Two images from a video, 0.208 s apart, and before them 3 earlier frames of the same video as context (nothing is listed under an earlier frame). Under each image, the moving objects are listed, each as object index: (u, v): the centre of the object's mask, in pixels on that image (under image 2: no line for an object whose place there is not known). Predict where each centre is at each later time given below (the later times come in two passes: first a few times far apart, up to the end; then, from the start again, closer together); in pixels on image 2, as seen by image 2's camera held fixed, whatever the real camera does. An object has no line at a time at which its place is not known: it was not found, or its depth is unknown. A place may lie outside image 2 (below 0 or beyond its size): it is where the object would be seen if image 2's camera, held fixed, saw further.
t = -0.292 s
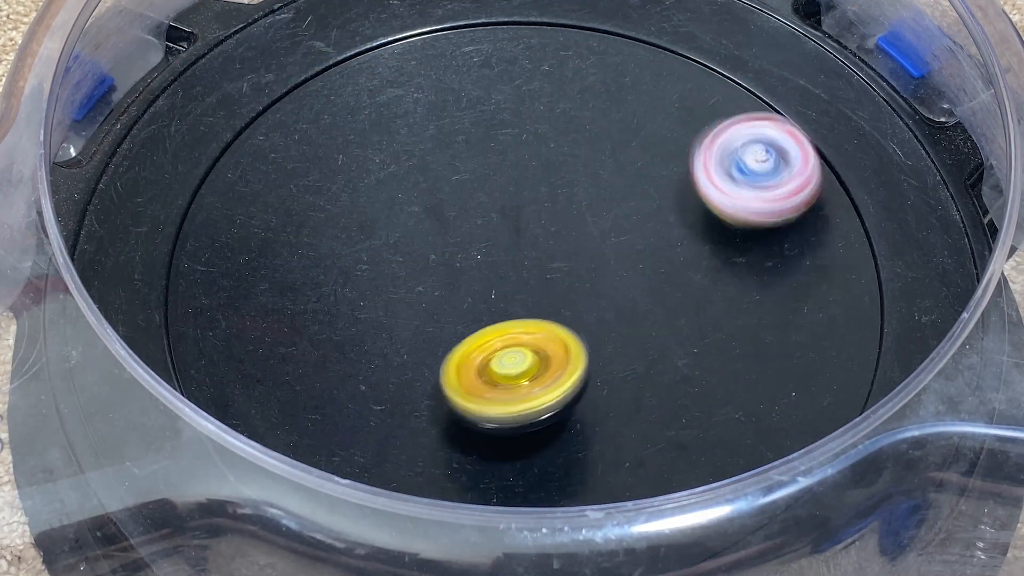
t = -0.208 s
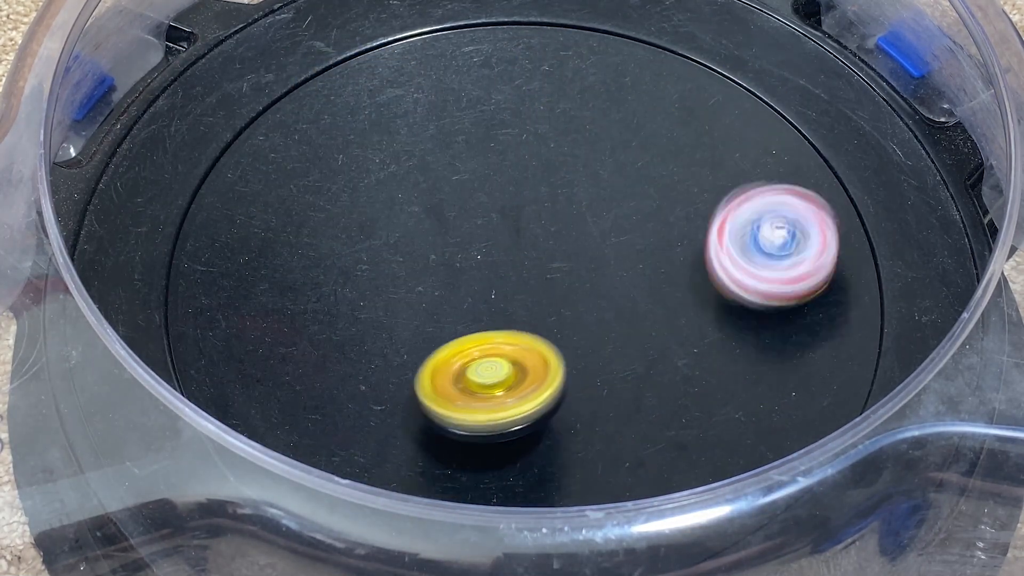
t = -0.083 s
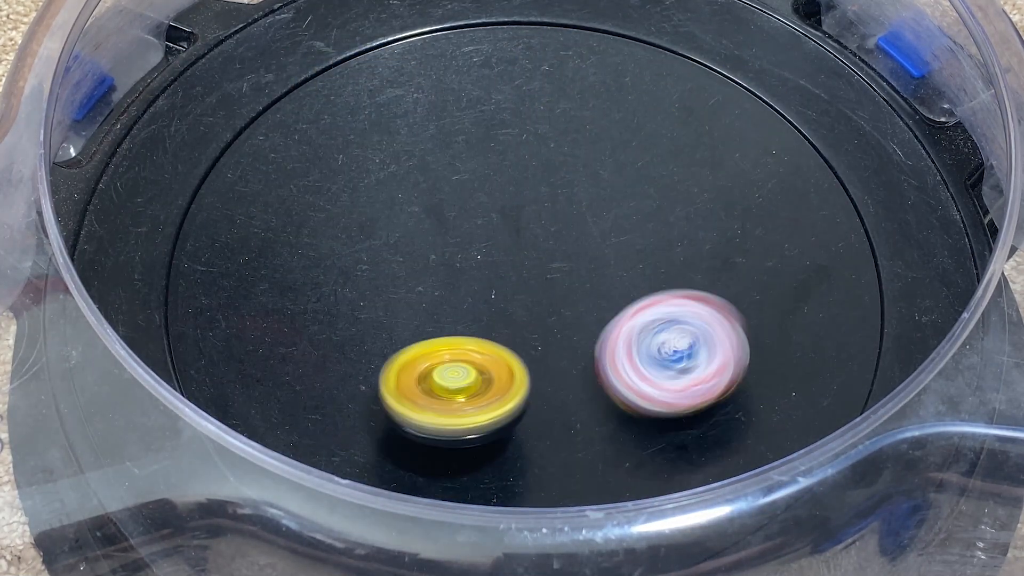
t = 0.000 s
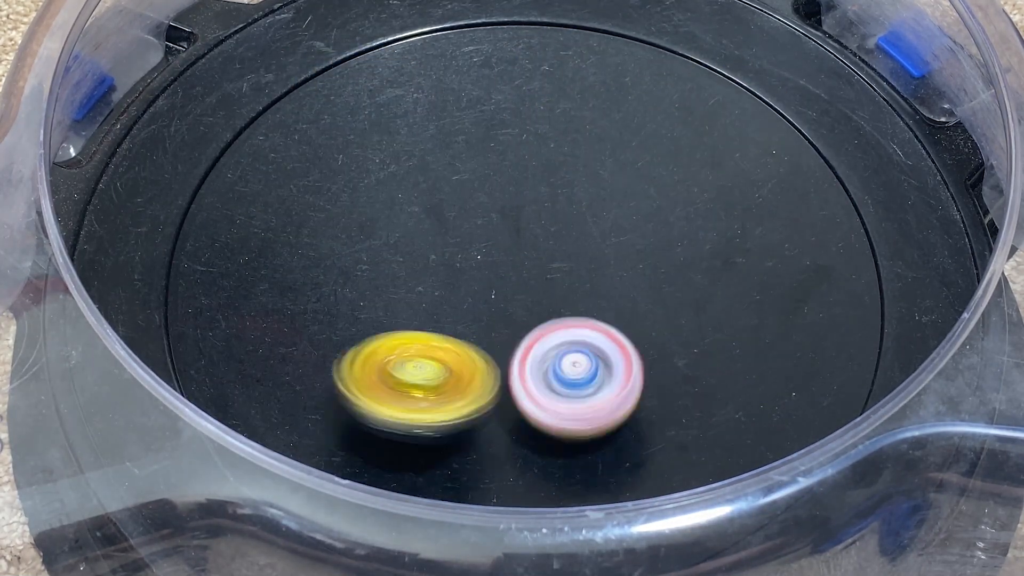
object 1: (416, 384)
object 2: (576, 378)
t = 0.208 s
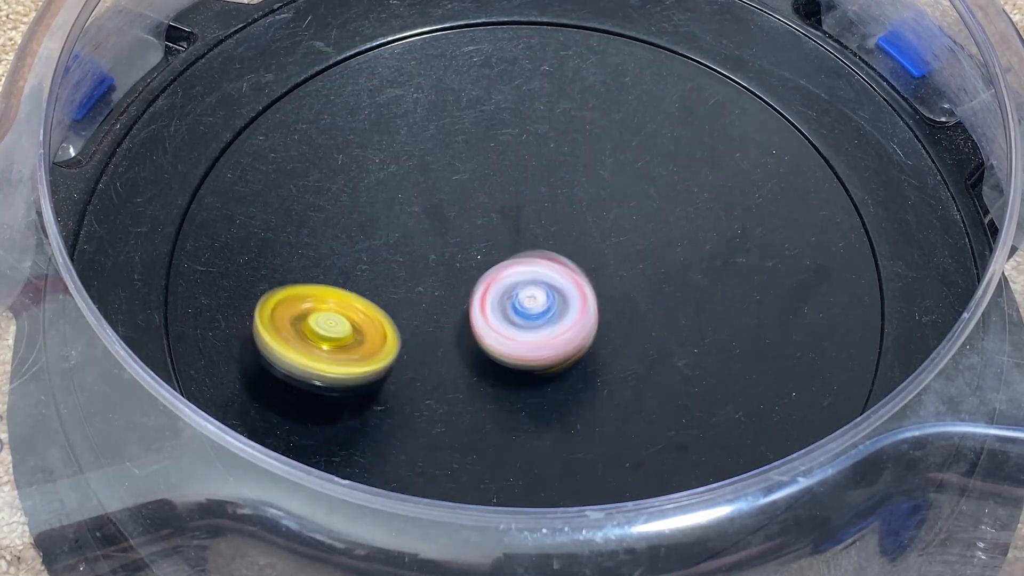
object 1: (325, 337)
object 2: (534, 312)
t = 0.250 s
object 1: (323, 328)
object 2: (532, 287)
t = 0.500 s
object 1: (353, 269)
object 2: (607, 220)
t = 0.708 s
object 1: (413, 207)
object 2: (617, 266)
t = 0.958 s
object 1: (554, 119)
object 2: (479, 274)
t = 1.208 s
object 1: (634, 111)
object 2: (503, 206)
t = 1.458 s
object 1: (780, 98)
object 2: (266, 373)
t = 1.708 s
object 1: (674, 224)
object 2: (122, 426)
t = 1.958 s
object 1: (489, 386)
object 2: (291, 380)
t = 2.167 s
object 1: (581, 397)
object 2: (387, 284)
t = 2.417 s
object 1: (672, 356)
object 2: (539, 286)
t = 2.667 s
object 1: (691, 379)
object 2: (485, 259)
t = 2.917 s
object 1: (646, 370)
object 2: (557, 239)
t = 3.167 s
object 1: (628, 444)
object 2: (495, 114)
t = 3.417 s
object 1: (610, 395)
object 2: (563, 153)
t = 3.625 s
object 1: (625, 376)
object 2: (477, 199)
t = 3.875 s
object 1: (652, 346)
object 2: (395, 150)
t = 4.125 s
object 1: (676, 309)
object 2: (450, 251)
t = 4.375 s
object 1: (688, 277)
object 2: (428, 378)
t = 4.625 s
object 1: (671, 252)
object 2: (412, 367)
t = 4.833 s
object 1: (639, 234)
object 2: (532, 311)
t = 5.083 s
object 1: (634, 197)
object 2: (524, 336)
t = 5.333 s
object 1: (606, 176)
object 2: (527, 310)
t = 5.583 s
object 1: (577, 158)
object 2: (565, 316)
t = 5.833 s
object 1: (541, 158)
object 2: (461, 337)
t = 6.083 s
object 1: (527, 148)
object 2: (476, 313)
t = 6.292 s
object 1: (503, 156)
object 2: (467, 348)
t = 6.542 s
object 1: (479, 180)
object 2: (504, 319)
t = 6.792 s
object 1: (452, 209)
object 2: (596, 310)
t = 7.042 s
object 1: (424, 230)
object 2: (594, 315)
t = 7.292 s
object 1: (405, 248)
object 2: (546, 264)
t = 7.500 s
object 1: (410, 264)
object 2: (568, 228)
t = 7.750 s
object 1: (432, 286)
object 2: (563, 254)
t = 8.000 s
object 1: (428, 312)
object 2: (611, 299)
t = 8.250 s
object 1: (421, 325)
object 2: (594, 307)
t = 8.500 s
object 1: (432, 327)
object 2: (590, 291)
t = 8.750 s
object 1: (467, 327)
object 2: (569, 244)
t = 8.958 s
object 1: (497, 335)
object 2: (554, 228)
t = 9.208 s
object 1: (525, 353)
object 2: (518, 242)
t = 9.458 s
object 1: (530, 367)
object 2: (518, 217)
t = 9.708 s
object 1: (528, 362)
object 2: (524, 248)
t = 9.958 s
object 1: (537, 362)
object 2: (528, 233)
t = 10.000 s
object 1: (541, 359)
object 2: (528, 238)
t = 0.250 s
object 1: (323, 328)
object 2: (532, 287)
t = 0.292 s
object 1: (324, 319)
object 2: (535, 267)
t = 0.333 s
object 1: (328, 309)
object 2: (542, 250)
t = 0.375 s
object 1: (333, 299)
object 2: (554, 237)
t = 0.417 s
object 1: (339, 289)
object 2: (570, 226)
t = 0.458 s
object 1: (346, 279)
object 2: (588, 221)
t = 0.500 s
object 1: (353, 269)
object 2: (607, 220)
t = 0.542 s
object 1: (361, 258)
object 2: (622, 223)
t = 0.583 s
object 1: (371, 247)
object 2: (633, 231)
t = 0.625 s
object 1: (382, 235)
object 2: (635, 240)
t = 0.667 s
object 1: (397, 221)
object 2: (628, 252)
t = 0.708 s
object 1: (413, 207)
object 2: (617, 266)
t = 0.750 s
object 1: (434, 193)
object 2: (601, 279)
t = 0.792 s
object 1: (456, 178)
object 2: (581, 291)
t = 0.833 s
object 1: (481, 162)
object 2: (557, 296)
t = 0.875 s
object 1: (506, 147)
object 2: (530, 294)
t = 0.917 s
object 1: (531, 132)
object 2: (503, 287)
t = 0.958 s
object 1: (554, 119)
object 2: (479, 274)
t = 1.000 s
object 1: (575, 108)
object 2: (463, 259)
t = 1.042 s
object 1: (593, 100)
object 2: (457, 243)
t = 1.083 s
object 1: (607, 97)
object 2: (460, 227)
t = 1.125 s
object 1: (619, 97)
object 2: (470, 216)
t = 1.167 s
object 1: (628, 102)
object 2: (486, 209)
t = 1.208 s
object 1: (634, 111)
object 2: (503, 206)
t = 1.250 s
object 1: (637, 123)
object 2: (519, 209)
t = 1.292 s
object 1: (637, 139)
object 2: (535, 218)
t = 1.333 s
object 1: (657, 144)
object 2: (511, 249)
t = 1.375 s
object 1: (708, 127)
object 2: (426, 304)
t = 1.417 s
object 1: (750, 111)
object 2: (341, 348)
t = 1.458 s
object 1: (780, 98)
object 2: (266, 373)
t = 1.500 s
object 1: (786, 102)
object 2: (201, 395)
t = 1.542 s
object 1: (778, 118)
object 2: (166, 412)
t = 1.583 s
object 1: (759, 140)
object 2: (145, 418)
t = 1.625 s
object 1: (735, 166)
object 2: (125, 430)
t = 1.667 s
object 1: (706, 194)
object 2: (121, 428)
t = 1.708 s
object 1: (674, 224)
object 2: (122, 426)
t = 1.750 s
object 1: (639, 255)
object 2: (140, 414)
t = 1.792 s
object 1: (604, 285)
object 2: (157, 408)
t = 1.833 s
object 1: (570, 314)
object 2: (183, 400)
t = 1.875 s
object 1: (539, 341)
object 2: (211, 393)
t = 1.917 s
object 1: (511, 365)
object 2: (253, 384)
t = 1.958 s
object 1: (489, 386)
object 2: (291, 380)
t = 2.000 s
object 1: (476, 401)
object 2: (335, 363)
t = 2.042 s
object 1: (497, 397)
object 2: (343, 344)
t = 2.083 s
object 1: (522, 407)
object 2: (353, 326)
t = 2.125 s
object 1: (551, 404)
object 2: (369, 305)
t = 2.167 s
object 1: (581, 397)
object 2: (387, 284)
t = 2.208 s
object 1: (611, 387)
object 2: (407, 269)
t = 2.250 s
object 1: (638, 376)
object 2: (429, 260)
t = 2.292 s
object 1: (655, 366)
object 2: (455, 257)
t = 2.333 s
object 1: (664, 359)
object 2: (485, 260)
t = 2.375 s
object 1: (669, 356)
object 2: (514, 271)
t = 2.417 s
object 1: (672, 356)
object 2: (539, 286)
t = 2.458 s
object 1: (676, 357)
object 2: (556, 303)
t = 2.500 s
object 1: (689, 366)
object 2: (544, 304)
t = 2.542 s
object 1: (693, 372)
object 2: (522, 299)
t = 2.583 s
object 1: (694, 374)
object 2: (503, 288)
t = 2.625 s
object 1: (694, 377)
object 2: (491, 274)
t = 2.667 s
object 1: (691, 379)
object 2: (485, 259)
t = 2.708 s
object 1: (687, 380)
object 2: (487, 244)
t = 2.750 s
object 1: (680, 380)
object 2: (496, 233)
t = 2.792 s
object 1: (672, 380)
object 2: (511, 227)
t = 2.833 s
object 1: (664, 377)
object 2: (528, 225)
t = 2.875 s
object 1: (655, 374)
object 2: (544, 230)
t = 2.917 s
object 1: (646, 370)
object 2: (557, 239)
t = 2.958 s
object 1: (637, 366)
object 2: (569, 250)
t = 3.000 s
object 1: (629, 363)
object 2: (572, 262)
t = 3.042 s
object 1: (637, 397)
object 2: (550, 219)
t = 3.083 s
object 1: (641, 428)
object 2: (525, 175)
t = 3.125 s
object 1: (637, 441)
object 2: (506, 138)
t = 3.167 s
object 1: (628, 444)
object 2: (495, 114)
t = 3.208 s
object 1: (622, 439)
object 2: (491, 101)
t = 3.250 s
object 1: (619, 430)
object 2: (496, 96)
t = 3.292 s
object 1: (616, 422)
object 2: (509, 98)
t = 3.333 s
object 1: (614, 413)
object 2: (529, 108)
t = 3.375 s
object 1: (611, 404)
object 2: (549, 128)
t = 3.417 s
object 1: (610, 395)
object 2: (563, 153)
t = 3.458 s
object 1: (609, 386)
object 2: (568, 182)
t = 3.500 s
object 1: (606, 372)
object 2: (565, 213)
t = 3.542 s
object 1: (602, 355)
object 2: (554, 240)
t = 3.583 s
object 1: (611, 361)
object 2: (519, 229)
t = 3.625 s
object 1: (625, 376)
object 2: (477, 199)
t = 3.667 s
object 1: (631, 380)
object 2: (440, 174)
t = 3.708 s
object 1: (634, 374)
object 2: (415, 161)
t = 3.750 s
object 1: (638, 366)
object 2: (402, 153)
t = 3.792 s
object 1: (643, 359)
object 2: (394, 148)
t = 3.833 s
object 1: (648, 353)
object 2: (392, 147)
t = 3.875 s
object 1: (652, 346)
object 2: (395, 150)
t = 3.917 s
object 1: (656, 339)
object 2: (402, 158)
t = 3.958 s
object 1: (661, 333)
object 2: (411, 169)
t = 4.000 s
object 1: (665, 327)
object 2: (422, 185)
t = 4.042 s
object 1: (669, 321)
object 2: (432, 205)
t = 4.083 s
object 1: (673, 314)
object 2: (443, 227)
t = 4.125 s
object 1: (676, 309)
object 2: (450, 251)
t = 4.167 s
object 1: (680, 303)
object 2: (454, 275)
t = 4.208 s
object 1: (683, 297)
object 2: (455, 300)
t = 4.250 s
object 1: (686, 292)
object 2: (451, 323)
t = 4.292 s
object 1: (688, 287)
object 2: (447, 344)
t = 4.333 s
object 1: (688, 282)
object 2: (438, 363)
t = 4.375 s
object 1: (688, 277)
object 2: (428, 378)
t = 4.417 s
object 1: (687, 273)
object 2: (416, 389)
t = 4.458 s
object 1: (686, 269)
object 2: (404, 395)
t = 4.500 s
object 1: (683, 264)
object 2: (396, 394)
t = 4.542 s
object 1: (680, 260)
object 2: (394, 387)
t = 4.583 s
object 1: (676, 256)
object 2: (400, 378)
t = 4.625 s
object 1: (671, 252)
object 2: (412, 367)
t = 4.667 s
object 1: (665, 248)
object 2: (429, 352)
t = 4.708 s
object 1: (660, 244)
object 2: (450, 339)
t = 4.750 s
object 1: (653, 241)
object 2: (476, 326)
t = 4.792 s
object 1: (646, 238)
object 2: (503, 317)
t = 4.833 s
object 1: (639, 234)
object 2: (532, 311)
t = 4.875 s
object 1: (649, 221)
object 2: (530, 321)
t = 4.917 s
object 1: (654, 214)
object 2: (527, 330)
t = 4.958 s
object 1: (650, 209)
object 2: (527, 336)
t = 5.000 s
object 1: (645, 205)
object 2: (526, 338)
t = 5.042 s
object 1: (639, 201)
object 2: (525, 338)
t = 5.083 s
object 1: (634, 197)
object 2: (524, 336)
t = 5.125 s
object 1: (630, 192)
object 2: (524, 333)
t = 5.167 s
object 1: (626, 188)
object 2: (523, 329)
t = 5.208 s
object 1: (621, 184)
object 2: (522, 324)
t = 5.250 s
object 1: (616, 181)
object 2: (523, 321)
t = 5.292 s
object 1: (611, 179)
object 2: (525, 315)
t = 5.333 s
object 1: (606, 176)
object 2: (527, 310)
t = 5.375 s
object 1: (601, 174)
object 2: (535, 303)
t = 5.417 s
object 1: (596, 173)
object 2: (546, 297)
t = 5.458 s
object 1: (589, 171)
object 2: (555, 290)
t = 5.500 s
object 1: (583, 171)
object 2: (564, 284)
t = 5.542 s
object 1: (579, 163)
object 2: (569, 293)
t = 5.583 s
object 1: (577, 158)
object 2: (565, 316)
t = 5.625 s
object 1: (571, 157)
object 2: (556, 335)
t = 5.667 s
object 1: (565, 156)
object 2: (539, 349)
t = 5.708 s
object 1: (559, 156)
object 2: (519, 356)
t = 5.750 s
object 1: (553, 156)
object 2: (497, 356)
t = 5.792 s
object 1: (547, 156)
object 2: (477, 350)
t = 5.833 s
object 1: (541, 158)
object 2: (461, 337)
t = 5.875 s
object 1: (535, 159)
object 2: (453, 319)
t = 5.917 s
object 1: (529, 162)
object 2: (454, 299)
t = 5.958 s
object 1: (524, 164)
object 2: (464, 280)
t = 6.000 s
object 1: (521, 161)
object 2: (475, 275)
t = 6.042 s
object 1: (527, 148)
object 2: (475, 296)
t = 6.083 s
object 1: (527, 148)
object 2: (476, 313)
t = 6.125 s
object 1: (521, 149)
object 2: (475, 327)
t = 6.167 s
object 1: (516, 150)
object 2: (472, 336)
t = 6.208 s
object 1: (512, 151)
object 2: (469, 343)
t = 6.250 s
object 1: (508, 153)
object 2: (467, 346)
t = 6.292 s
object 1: (503, 156)
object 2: (467, 348)
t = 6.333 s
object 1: (499, 159)
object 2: (469, 347)
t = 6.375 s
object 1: (495, 162)
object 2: (473, 344)
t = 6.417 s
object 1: (491, 166)
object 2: (478, 340)
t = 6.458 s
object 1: (487, 170)
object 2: (485, 334)
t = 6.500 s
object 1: (483, 175)
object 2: (494, 327)
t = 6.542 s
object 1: (479, 180)
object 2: (504, 319)
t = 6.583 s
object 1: (475, 185)
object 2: (517, 311)
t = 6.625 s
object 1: (471, 190)
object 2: (536, 306)
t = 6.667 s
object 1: (466, 195)
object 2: (555, 303)
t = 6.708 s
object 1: (461, 199)
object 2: (572, 304)
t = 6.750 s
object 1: (457, 204)
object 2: (586, 307)
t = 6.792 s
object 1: (452, 209)
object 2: (596, 310)
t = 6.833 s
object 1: (448, 213)
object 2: (603, 313)
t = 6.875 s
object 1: (443, 217)
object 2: (607, 315)
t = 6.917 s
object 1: (438, 220)
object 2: (608, 317)
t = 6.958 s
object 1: (433, 224)
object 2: (606, 318)
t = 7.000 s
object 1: (429, 227)
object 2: (602, 317)
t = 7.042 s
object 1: (424, 230)
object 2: (594, 315)
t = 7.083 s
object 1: (419, 233)
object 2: (585, 311)
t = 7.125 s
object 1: (416, 236)
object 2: (576, 308)
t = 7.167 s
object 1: (413, 239)
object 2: (565, 301)
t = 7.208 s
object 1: (410, 242)
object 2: (555, 292)
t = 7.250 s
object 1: (408, 245)
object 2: (548, 278)
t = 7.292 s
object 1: (405, 248)
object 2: (546, 264)
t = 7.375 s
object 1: (405, 253)
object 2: (554, 241)
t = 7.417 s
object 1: (405, 257)
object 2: (559, 235)
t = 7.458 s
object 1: (407, 260)
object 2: (563, 231)
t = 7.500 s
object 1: (410, 264)
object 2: (568, 228)
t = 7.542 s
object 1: (413, 268)
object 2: (571, 229)
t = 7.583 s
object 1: (416, 271)
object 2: (573, 231)
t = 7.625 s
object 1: (420, 275)
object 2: (572, 236)
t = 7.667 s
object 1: (424, 279)
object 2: (570, 241)
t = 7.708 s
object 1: (428, 283)
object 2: (567, 248)
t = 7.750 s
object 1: (432, 286)
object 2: (563, 254)
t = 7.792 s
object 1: (428, 292)
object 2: (568, 259)
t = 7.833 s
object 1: (420, 296)
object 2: (589, 262)
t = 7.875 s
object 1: (423, 299)
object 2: (603, 270)
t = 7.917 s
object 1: (425, 304)
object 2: (611, 279)
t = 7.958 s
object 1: (426, 308)
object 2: (613, 290)
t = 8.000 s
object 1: (428, 312)
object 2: (611, 299)
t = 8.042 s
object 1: (430, 316)
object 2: (603, 309)
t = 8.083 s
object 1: (431, 319)
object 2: (586, 317)
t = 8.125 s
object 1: (432, 324)
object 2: (569, 317)
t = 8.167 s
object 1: (419, 323)
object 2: (579, 315)
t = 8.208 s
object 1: (420, 323)
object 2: (587, 312)
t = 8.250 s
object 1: (421, 325)
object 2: (594, 307)
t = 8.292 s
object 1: (420, 327)
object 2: (598, 305)
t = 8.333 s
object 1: (422, 328)
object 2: (599, 304)
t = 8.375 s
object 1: (422, 329)
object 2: (598, 301)
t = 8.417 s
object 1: (424, 328)
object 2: (596, 297)
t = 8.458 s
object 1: (428, 328)
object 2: (594, 294)
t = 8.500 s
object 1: (432, 327)
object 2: (590, 291)
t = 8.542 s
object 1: (437, 327)
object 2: (585, 286)
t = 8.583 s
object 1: (442, 326)
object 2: (580, 278)
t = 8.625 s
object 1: (448, 326)
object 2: (577, 269)
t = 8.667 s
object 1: (454, 326)
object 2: (575, 259)
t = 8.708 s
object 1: (460, 327)
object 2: (572, 251)
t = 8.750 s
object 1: (467, 327)
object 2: (569, 244)
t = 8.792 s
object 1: (473, 328)
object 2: (566, 239)
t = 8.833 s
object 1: (479, 330)
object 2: (564, 234)
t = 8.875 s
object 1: (485, 331)
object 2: (561, 230)
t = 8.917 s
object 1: (491, 333)
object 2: (557, 229)
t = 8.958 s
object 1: (497, 335)
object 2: (554, 228)
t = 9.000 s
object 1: (503, 338)
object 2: (549, 228)
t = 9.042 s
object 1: (508, 340)
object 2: (545, 230)
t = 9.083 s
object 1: (513, 342)
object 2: (539, 232)
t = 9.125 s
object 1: (517, 346)
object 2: (532, 235)
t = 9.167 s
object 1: (521, 349)
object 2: (525, 238)
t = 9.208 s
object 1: (525, 353)
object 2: (518, 242)
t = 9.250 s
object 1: (525, 358)
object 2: (512, 237)
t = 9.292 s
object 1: (527, 360)
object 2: (509, 231)
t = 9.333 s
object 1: (529, 363)
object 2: (510, 225)
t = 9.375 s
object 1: (530, 365)
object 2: (513, 219)
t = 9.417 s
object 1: (530, 366)
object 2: (515, 218)
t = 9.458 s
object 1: (530, 367)
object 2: (518, 217)
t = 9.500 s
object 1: (529, 368)
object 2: (521, 219)
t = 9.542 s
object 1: (528, 367)
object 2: (525, 222)
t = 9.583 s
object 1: (528, 365)
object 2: (527, 228)
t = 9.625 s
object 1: (527, 362)
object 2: (525, 237)
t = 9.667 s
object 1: (528, 359)
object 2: (525, 246)
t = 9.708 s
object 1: (528, 362)
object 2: (524, 248)
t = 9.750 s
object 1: (526, 373)
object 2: (524, 234)
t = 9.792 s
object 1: (525, 371)
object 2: (524, 227)
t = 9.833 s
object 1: (530, 370)
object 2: (525, 226)
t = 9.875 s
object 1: (531, 368)
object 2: (526, 227)
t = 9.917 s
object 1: (534, 365)
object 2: (527, 230)
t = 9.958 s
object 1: (537, 362)
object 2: (528, 233)
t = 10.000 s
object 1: (541, 359)
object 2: (528, 238)
